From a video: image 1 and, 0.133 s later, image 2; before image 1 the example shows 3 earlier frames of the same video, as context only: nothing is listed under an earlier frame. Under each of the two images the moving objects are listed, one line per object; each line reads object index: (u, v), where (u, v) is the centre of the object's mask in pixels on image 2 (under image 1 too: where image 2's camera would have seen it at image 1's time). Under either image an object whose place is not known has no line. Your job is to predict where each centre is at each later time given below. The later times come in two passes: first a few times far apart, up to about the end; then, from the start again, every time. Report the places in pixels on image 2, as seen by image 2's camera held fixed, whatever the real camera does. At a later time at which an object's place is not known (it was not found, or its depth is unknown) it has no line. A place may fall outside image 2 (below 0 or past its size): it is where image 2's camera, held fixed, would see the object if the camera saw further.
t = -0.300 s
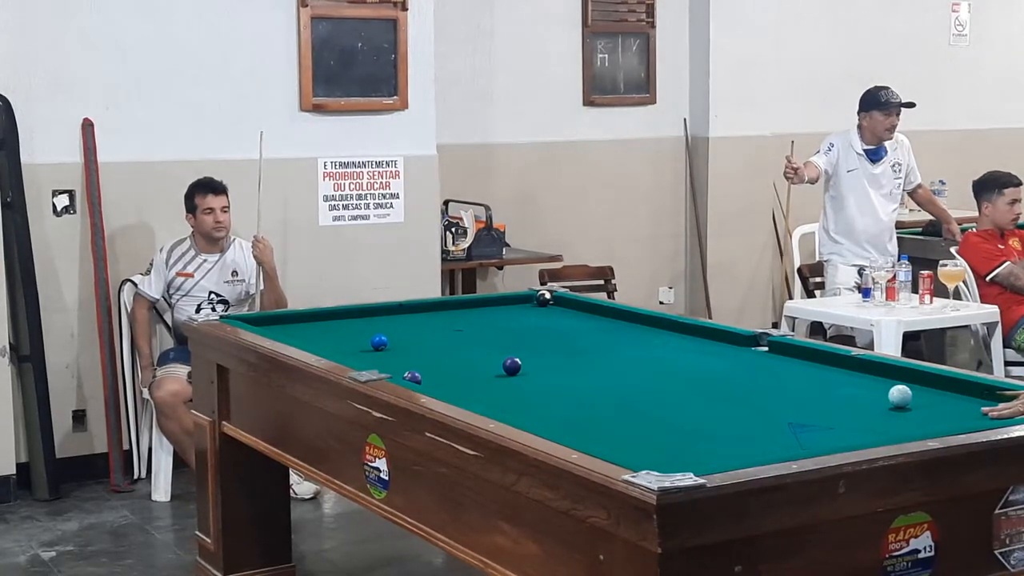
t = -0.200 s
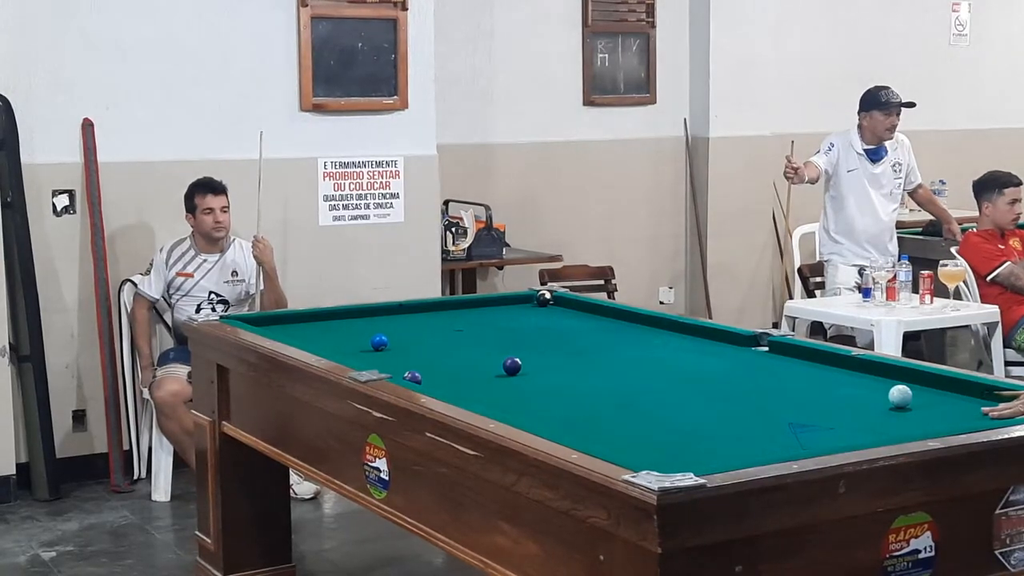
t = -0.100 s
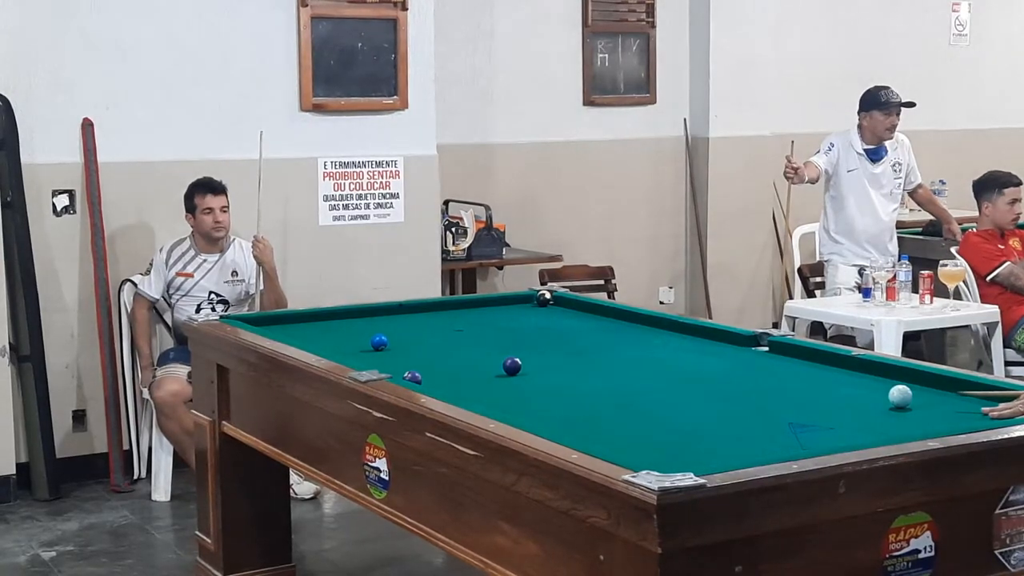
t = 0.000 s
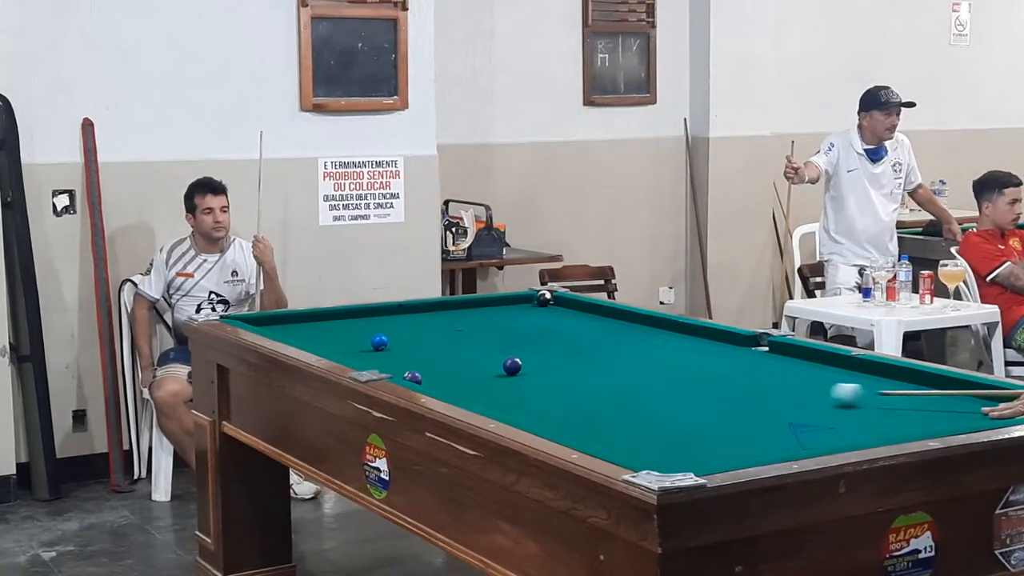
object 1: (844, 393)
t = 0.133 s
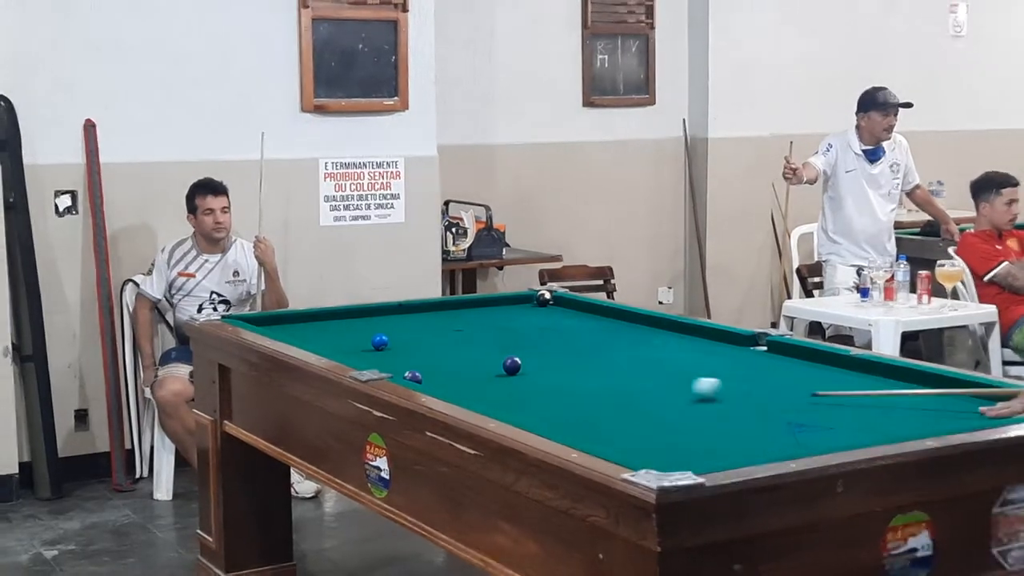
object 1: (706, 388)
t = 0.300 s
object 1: (556, 381)
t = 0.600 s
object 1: (386, 367)
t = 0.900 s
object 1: (359, 351)
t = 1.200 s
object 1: (343, 335)
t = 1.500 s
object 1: (330, 320)
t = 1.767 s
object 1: (345, 315)
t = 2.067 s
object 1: (398, 319)
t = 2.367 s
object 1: (450, 323)
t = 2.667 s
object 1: (501, 326)
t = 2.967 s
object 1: (551, 330)
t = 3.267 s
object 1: (599, 333)
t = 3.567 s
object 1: (646, 336)
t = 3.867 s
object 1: (691, 339)
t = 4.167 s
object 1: (733, 342)
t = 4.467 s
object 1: (765, 345)
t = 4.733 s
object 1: (772, 348)
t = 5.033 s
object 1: (779, 352)
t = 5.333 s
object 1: (784, 355)
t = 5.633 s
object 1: (789, 357)
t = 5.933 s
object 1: (791, 358)
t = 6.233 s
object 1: (792, 359)
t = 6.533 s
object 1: (793, 359)
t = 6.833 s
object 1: (793, 359)
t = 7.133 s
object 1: (793, 359)
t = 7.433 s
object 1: (793, 359)
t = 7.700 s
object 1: (792, 359)
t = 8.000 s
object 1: (793, 359)
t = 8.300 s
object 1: (793, 359)
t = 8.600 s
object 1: (793, 359)
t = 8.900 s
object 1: (793, 359)
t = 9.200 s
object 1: (793, 359)
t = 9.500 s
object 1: (793, 359)
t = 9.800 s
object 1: (793, 359)
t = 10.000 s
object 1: (793, 359)
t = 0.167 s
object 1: (675, 387)
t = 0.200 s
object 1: (645, 385)
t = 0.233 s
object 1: (615, 384)
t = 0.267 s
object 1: (585, 382)
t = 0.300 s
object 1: (556, 381)
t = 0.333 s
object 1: (526, 381)
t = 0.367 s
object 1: (497, 380)
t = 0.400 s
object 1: (470, 379)
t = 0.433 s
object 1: (442, 378)
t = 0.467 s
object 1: (427, 375)
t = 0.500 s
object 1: (418, 373)
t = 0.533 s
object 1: (408, 371)
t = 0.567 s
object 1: (397, 369)
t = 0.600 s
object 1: (386, 367)
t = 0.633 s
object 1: (376, 364)
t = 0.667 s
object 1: (374, 363)
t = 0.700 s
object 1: (372, 361)
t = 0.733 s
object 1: (370, 359)
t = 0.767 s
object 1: (368, 357)
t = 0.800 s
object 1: (366, 355)
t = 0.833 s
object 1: (364, 354)
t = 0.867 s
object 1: (362, 352)
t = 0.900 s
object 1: (359, 351)
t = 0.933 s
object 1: (357, 349)
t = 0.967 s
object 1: (355, 347)
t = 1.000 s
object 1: (354, 345)
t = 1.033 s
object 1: (352, 343)
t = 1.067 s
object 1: (350, 341)
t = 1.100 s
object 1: (348, 340)
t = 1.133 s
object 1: (347, 338)
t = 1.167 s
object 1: (345, 336)
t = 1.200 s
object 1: (343, 335)
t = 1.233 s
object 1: (342, 333)
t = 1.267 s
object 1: (340, 331)
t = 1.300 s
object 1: (339, 330)
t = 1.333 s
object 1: (337, 328)
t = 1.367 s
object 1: (336, 327)
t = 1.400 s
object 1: (335, 325)
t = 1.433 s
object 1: (333, 323)
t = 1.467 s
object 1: (332, 322)
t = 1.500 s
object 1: (330, 320)
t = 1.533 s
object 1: (329, 319)
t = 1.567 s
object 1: (328, 318)
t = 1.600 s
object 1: (327, 316)
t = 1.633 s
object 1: (326, 315)
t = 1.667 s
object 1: (326, 314)
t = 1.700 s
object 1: (333, 314)
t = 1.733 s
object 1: (339, 315)
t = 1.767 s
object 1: (345, 315)
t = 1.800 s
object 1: (351, 316)
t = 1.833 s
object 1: (357, 316)
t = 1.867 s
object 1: (363, 316)
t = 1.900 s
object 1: (369, 317)
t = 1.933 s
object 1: (375, 317)
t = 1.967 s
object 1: (381, 318)
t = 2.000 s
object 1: (386, 318)
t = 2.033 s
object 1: (392, 319)
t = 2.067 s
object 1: (398, 319)
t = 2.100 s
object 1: (404, 320)
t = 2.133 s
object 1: (410, 320)
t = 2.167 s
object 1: (416, 320)
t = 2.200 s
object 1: (422, 321)
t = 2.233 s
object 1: (427, 321)
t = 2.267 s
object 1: (433, 321)
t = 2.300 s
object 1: (439, 322)
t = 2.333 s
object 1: (445, 322)
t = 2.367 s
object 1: (450, 323)
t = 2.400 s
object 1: (456, 323)
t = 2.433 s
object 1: (462, 324)
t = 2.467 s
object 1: (467, 324)
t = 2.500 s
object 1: (473, 324)
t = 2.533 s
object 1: (479, 325)
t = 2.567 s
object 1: (484, 325)
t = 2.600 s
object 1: (490, 326)
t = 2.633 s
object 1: (495, 326)
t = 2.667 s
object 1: (501, 326)
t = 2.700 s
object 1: (507, 327)
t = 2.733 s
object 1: (513, 327)
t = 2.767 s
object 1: (518, 328)
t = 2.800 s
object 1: (524, 328)
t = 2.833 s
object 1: (529, 328)
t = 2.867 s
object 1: (534, 329)
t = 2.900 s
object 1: (540, 329)
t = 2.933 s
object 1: (546, 329)
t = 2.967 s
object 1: (551, 330)
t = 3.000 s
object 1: (556, 330)
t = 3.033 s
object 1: (562, 330)
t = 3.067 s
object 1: (567, 331)
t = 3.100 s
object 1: (573, 331)
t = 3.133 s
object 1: (578, 331)
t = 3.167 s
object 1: (584, 332)
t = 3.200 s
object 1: (589, 332)
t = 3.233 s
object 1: (594, 333)
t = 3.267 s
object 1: (599, 333)
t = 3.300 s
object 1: (605, 333)
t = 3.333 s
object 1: (610, 334)
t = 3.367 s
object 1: (615, 334)
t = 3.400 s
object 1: (620, 334)
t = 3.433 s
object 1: (625, 335)
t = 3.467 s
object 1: (631, 335)
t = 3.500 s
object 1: (636, 335)
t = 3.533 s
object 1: (641, 336)
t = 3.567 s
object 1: (646, 336)
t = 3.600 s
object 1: (651, 336)
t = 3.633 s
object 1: (656, 337)
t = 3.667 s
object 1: (661, 337)
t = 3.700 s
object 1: (666, 338)
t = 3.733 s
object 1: (671, 338)
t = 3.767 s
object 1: (676, 338)
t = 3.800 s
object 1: (681, 338)
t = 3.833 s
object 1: (686, 339)
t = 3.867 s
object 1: (691, 339)
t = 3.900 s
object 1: (696, 339)
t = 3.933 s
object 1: (700, 339)
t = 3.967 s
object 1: (705, 340)
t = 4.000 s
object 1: (710, 340)
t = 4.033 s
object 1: (715, 341)
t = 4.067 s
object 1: (719, 341)
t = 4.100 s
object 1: (724, 341)
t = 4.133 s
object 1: (728, 342)
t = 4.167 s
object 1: (733, 342)
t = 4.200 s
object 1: (738, 342)
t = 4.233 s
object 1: (742, 342)
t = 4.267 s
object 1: (746, 343)
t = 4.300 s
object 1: (751, 343)
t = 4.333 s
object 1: (756, 343)
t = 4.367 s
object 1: (760, 343)
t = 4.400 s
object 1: (763, 344)
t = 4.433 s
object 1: (764, 344)
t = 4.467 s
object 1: (765, 345)
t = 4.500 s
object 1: (766, 345)
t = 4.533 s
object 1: (767, 345)
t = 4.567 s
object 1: (768, 346)
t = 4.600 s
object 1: (769, 346)
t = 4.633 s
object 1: (769, 347)
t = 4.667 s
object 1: (770, 347)
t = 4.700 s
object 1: (771, 348)
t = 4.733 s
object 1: (772, 348)
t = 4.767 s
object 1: (773, 349)
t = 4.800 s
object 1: (774, 349)
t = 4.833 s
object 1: (774, 350)
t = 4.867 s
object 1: (775, 350)
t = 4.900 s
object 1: (776, 350)
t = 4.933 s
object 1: (777, 351)
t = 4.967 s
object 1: (777, 351)
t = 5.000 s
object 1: (778, 352)
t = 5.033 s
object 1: (779, 352)
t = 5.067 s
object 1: (779, 352)
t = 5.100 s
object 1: (780, 353)
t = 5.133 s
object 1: (781, 353)
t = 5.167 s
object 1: (781, 353)
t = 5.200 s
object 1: (782, 353)
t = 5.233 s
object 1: (783, 354)
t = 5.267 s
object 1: (783, 354)
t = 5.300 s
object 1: (784, 354)
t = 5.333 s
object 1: (784, 355)
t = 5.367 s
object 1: (785, 355)
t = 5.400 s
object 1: (786, 355)
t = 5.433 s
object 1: (786, 355)
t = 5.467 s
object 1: (786, 356)
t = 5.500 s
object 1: (787, 356)
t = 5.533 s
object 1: (787, 356)
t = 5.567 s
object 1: (788, 356)
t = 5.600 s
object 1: (788, 357)
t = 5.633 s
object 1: (789, 357)
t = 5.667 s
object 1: (789, 357)
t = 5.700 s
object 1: (789, 357)
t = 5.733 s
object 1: (790, 358)
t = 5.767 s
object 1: (790, 358)
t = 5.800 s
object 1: (790, 358)
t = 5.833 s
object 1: (791, 358)
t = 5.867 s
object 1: (791, 358)
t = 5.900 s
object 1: (791, 358)
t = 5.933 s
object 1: (791, 358)
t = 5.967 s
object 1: (791, 358)
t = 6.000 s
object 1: (791, 358)
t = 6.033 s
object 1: (791, 358)
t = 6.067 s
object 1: (792, 358)
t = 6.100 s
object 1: (792, 359)
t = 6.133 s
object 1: (792, 359)
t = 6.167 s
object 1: (792, 359)
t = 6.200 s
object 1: (792, 359)
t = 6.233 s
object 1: (792, 359)
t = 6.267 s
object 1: (792, 359)
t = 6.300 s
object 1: (793, 359)
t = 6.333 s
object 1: (793, 359)
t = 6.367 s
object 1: (793, 359)
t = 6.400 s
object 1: (793, 359)
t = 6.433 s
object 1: (793, 359)
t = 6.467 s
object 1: (793, 359)
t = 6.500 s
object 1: (793, 359)
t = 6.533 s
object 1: (793, 359)
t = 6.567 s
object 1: (793, 359)
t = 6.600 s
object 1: (793, 359)
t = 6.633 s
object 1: (793, 359)
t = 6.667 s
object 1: (793, 359)
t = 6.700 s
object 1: (793, 359)
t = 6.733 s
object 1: (793, 359)
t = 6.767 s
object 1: (793, 359)
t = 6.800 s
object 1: (793, 359)
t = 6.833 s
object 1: (793, 359)
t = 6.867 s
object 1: (793, 359)
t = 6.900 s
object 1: (793, 359)
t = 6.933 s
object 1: (793, 359)
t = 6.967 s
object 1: (793, 359)
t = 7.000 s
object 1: (793, 359)
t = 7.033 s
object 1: (793, 359)
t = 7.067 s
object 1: (793, 359)
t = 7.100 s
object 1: (793, 359)
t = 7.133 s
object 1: (793, 359)
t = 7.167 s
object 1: (793, 359)
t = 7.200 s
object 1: (793, 359)
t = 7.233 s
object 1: (793, 359)
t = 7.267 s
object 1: (793, 359)
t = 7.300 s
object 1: (793, 359)
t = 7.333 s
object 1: (793, 359)
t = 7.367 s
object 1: (793, 359)
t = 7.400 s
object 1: (793, 359)
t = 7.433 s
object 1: (793, 359)
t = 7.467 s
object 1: (793, 359)
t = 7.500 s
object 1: (793, 359)
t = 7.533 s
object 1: (793, 359)
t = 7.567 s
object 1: (793, 359)
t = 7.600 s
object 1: (793, 359)
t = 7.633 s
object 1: (793, 359)
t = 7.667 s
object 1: (793, 359)
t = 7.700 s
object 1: (792, 359)
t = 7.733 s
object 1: (793, 359)
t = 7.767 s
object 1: (792, 359)
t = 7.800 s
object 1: (793, 359)
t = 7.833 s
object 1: (792, 359)
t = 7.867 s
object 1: (793, 359)
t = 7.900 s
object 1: (793, 359)
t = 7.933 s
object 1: (793, 359)
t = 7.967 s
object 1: (793, 359)
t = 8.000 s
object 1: (793, 359)
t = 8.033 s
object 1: (793, 359)
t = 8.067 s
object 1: (793, 359)
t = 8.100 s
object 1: (793, 359)
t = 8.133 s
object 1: (792, 359)
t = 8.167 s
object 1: (793, 359)
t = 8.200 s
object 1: (793, 359)
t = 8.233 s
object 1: (793, 359)
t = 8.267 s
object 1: (793, 359)
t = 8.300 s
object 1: (793, 359)
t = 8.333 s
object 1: (793, 359)
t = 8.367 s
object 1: (793, 359)
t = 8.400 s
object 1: (793, 359)
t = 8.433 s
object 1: (793, 359)
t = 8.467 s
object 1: (793, 359)
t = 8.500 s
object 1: (793, 359)
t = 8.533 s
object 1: (793, 359)
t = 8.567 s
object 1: (793, 359)
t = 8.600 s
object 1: (793, 359)
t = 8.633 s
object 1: (793, 359)
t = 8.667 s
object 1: (793, 359)
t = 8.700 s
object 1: (793, 359)
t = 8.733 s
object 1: (793, 359)
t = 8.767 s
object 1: (793, 359)
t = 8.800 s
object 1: (793, 359)
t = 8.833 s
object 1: (793, 359)
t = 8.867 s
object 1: (793, 359)
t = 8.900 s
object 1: (793, 359)
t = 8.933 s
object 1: (793, 359)
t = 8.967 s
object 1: (792, 359)
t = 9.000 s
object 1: (793, 359)
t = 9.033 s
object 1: (792, 359)
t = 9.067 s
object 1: (793, 359)
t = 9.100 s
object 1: (793, 359)
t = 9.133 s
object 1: (793, 359)
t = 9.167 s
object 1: (793, 359)
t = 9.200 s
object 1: (793, 359)
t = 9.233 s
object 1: (793, 359)
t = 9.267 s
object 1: (793, 359)
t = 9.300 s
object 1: (793, 359)
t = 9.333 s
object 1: (793, 359)
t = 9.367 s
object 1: (793, 359)
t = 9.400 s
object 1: (793, 359)
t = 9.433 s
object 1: (793, 359)
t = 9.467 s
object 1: (793, 359)
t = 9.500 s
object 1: (793, 359)
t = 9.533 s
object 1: (793, 359)
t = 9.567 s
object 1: (793, 359)
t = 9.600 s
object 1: (793, 359)
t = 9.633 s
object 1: (793, 359)
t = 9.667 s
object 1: (793, 359)
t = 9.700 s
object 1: (793, 359)
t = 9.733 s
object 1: (793, 359)
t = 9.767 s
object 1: (793, 359)
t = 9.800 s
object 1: (793, 359)
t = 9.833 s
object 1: (793, 359)
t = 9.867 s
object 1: (793, 359)
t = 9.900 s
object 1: (793, 359)
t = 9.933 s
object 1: (792, 359)
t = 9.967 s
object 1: (793, 359)
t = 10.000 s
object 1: (793, 359)
